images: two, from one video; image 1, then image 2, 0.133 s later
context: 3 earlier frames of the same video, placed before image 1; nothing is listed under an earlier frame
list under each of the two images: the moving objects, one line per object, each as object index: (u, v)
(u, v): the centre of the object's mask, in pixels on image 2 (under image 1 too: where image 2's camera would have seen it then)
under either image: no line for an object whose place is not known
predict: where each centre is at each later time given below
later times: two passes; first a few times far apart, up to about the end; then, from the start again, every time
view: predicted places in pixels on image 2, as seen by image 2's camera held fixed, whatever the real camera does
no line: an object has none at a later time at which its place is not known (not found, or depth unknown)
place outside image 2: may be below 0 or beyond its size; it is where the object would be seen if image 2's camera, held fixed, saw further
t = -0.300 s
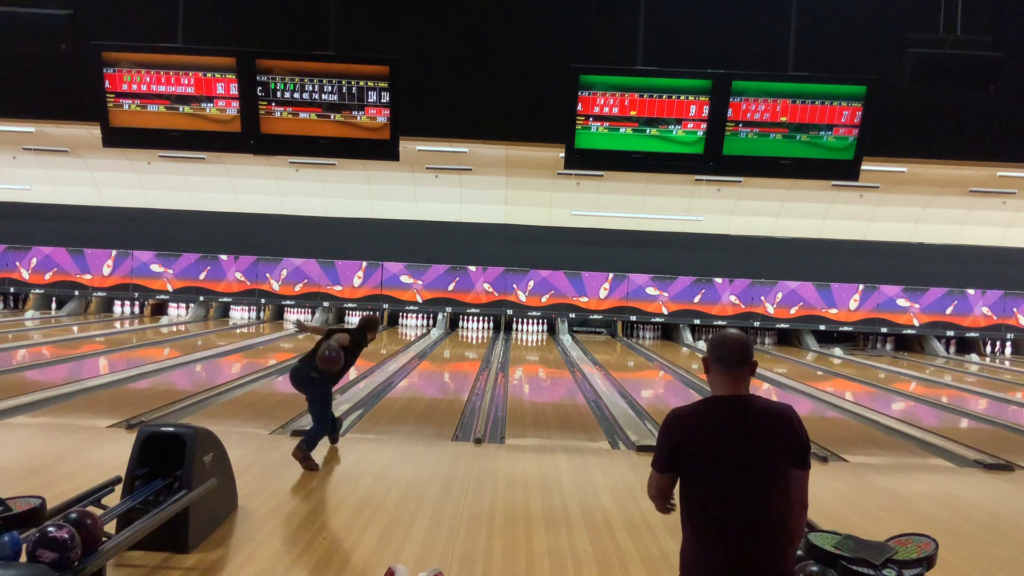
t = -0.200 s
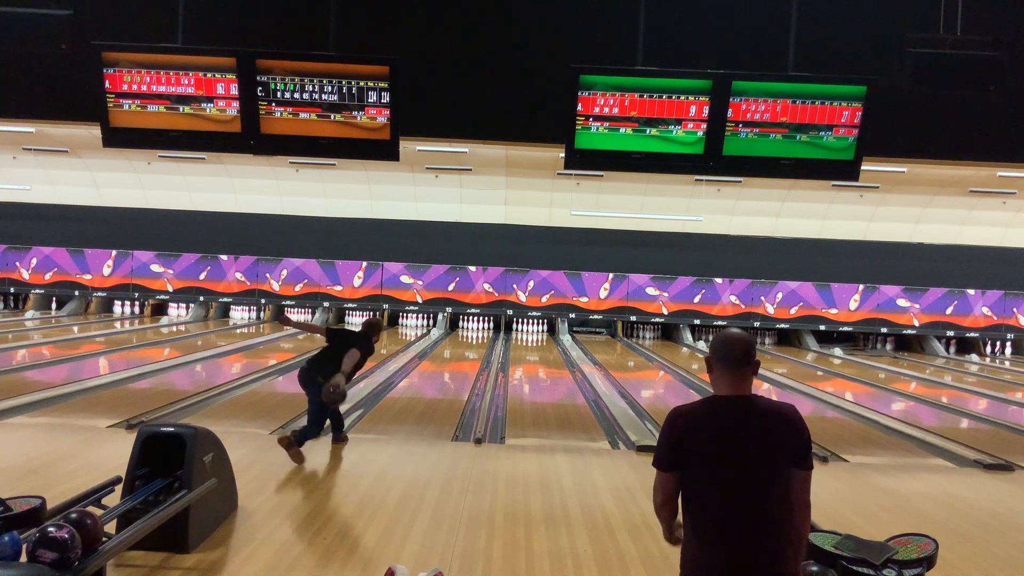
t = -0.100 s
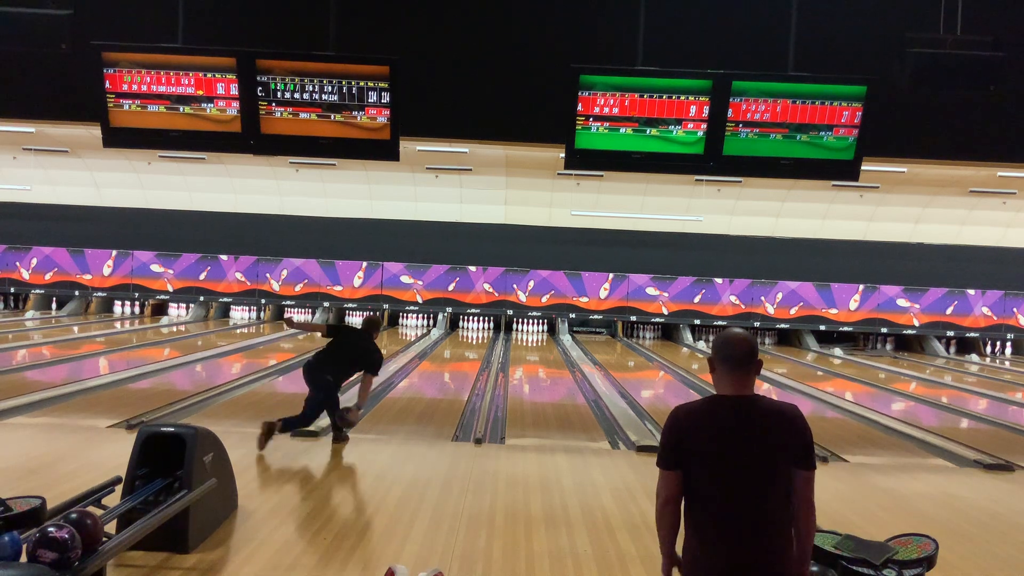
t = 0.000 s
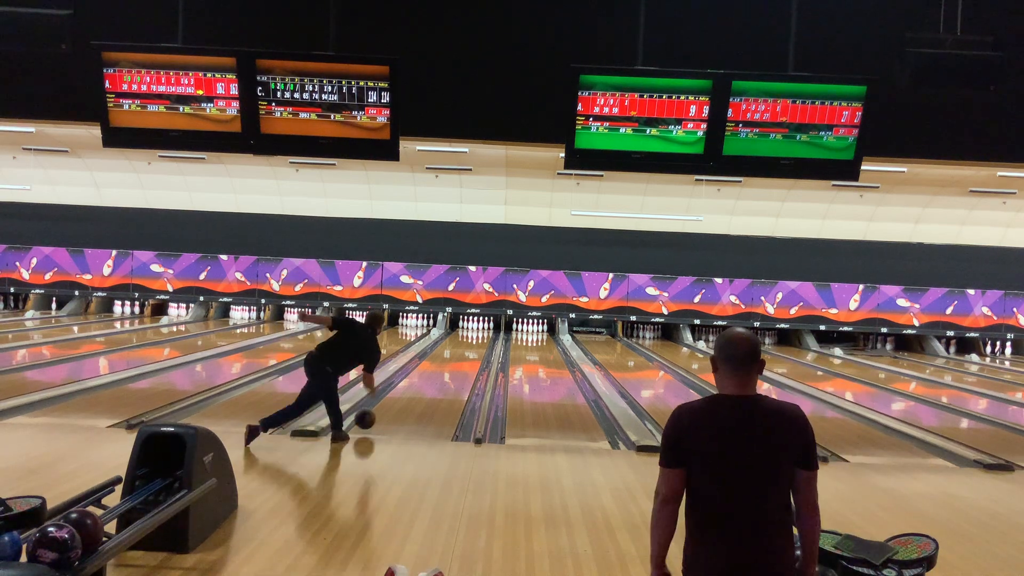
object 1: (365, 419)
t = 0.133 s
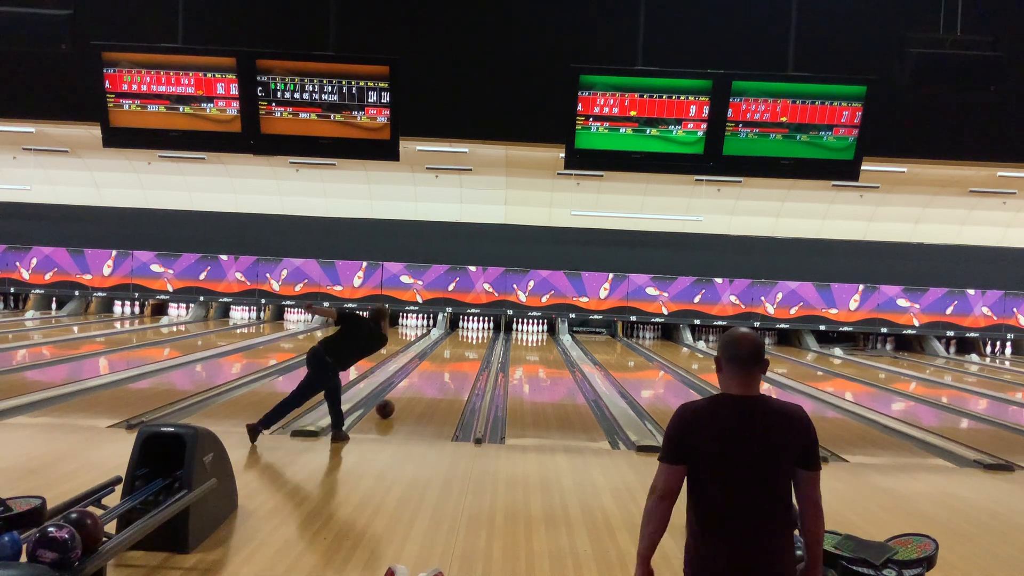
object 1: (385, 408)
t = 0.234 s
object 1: (398, 399)
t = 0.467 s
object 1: (421, 383)
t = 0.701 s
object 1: (438, 371)
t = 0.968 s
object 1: (453, 360)
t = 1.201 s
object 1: (463, 352)
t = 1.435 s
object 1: (470, 345)
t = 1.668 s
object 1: (475, 340)
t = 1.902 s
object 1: (479, 335)
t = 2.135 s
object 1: (480, 332)
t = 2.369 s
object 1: (479, 329)
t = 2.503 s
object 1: (480, 327)
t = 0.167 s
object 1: (389, 406)
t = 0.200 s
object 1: (393, 402)
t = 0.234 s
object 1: (398, 399)
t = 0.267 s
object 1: (401, 397)
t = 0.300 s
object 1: (405, 394)
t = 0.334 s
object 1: (408, 392)
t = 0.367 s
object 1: (412, 389)
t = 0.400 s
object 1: (415, 387)
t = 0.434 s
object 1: (418, 385)
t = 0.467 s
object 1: (421, 383)
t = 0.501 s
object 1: (424, 381)
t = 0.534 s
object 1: (426, 379)
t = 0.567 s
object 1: (429, 377)
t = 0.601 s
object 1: (431, 375)
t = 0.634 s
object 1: (434, 373)
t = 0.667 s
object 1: (436, 372)
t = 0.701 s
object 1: (438, 371)
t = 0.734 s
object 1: (440, 369)
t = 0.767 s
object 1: (442, 368)
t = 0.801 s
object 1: (444, 366)
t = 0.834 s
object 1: (446, 365)
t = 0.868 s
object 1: (447, 363)
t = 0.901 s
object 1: (449, 362)
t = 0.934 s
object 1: (451, 361)
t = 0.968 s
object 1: (453, 360)
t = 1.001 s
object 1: (454, 358)
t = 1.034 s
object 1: (456, 357)
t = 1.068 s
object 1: (457, 356)
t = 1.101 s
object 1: (458, 355)
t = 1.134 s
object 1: (460, 354)
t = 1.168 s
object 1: (461, 353)
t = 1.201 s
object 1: (463, 352)
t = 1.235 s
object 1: (464, 351)
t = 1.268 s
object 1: (465, 350)
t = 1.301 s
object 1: (466, 349)
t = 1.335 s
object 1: (467, 348)
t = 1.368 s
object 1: (468, 347)
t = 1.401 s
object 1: (469, 346)
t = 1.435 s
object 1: (470, 345)
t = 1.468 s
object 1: (471, 344)
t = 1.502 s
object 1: (472, 344)
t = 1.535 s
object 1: (473, 343)
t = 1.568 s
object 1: (474, 342)
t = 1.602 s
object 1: (474, 342)
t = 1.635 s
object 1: (475, 341)
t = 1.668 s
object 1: (475, 340)
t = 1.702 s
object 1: (476, 339)
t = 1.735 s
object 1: (477, 339)
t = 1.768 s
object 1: (477, 338)
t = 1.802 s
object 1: (478, 337)
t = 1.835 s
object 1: (478, 337)
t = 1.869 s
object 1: (479, 336)
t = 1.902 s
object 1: (479, 335)
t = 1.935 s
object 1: (479, 335)
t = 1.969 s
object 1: (480, 334)
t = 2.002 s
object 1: (480, 334)
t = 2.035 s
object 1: (480, 333)
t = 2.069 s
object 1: (480, 333)
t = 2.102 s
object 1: (480, 332)
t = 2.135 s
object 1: (480, 332)
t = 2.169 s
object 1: (480, 331)
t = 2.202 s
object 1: (480, 331)
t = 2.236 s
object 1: (480, 330)
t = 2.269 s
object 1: (480, 330)
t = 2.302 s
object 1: (480, 329)
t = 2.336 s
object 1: (480, 329)
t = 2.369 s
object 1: (479, 329)
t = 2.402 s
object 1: (479, 328)
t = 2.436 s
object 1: (479, 328)
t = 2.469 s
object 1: (479, 327)
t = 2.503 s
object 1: (480, 327)
